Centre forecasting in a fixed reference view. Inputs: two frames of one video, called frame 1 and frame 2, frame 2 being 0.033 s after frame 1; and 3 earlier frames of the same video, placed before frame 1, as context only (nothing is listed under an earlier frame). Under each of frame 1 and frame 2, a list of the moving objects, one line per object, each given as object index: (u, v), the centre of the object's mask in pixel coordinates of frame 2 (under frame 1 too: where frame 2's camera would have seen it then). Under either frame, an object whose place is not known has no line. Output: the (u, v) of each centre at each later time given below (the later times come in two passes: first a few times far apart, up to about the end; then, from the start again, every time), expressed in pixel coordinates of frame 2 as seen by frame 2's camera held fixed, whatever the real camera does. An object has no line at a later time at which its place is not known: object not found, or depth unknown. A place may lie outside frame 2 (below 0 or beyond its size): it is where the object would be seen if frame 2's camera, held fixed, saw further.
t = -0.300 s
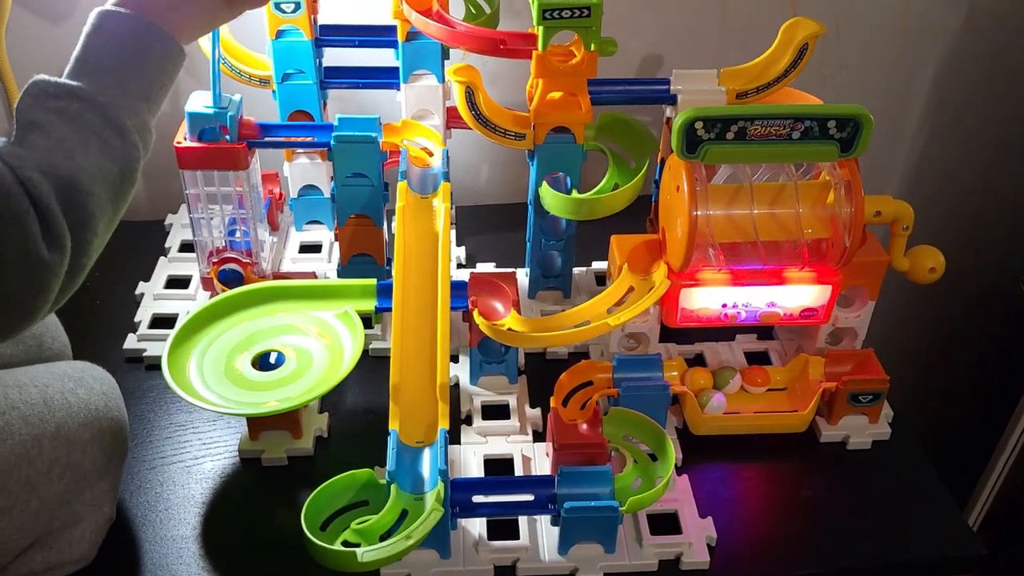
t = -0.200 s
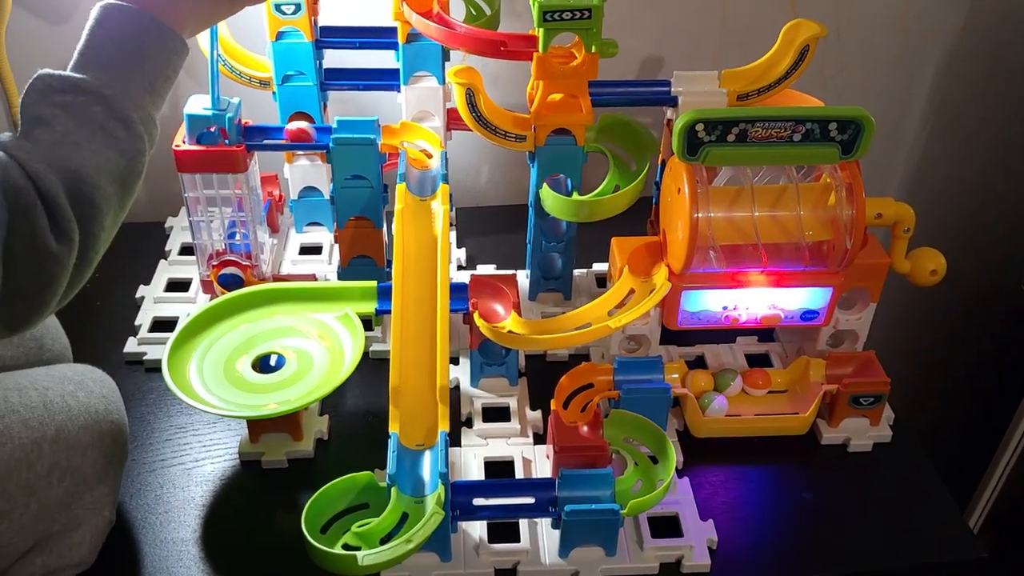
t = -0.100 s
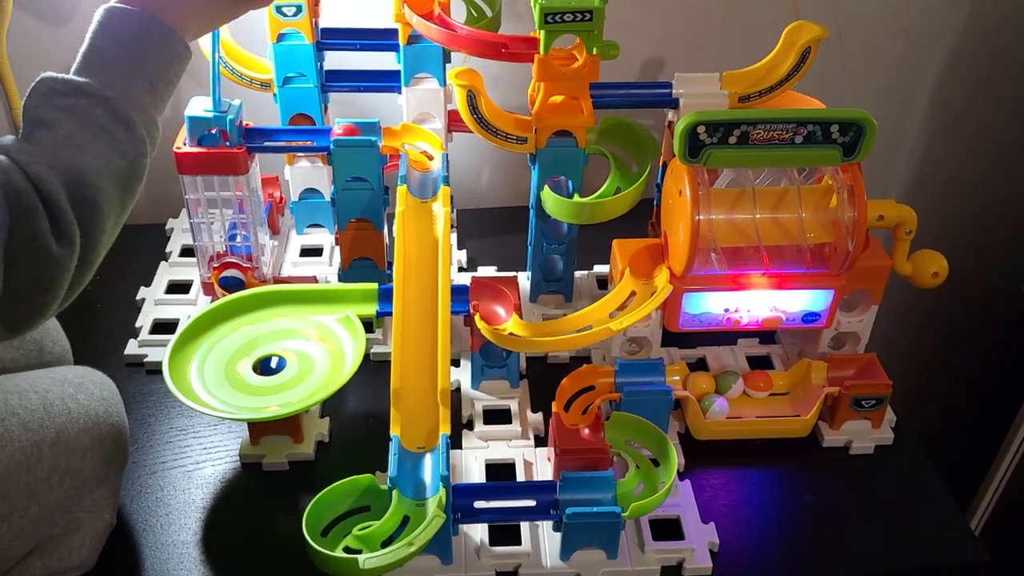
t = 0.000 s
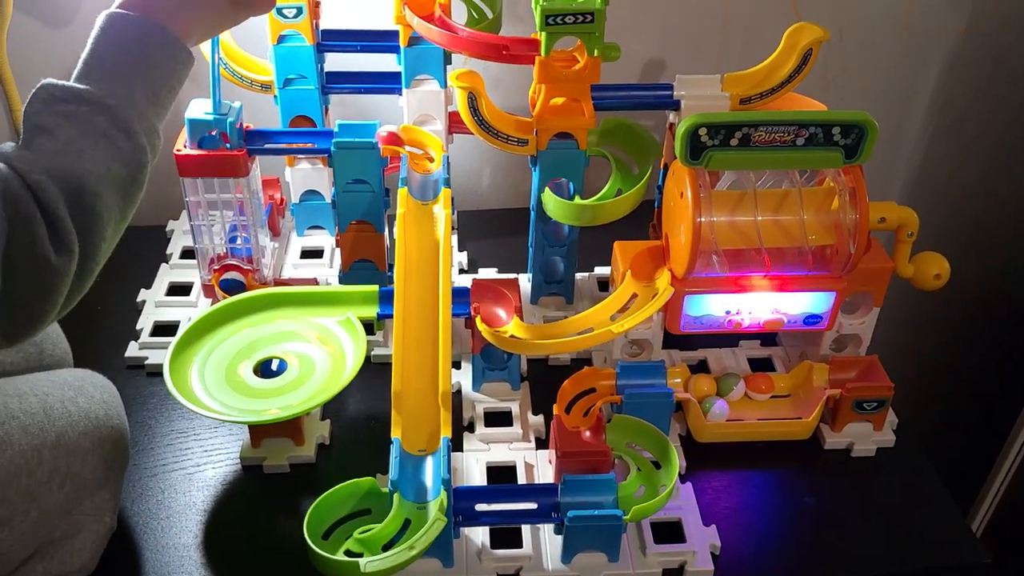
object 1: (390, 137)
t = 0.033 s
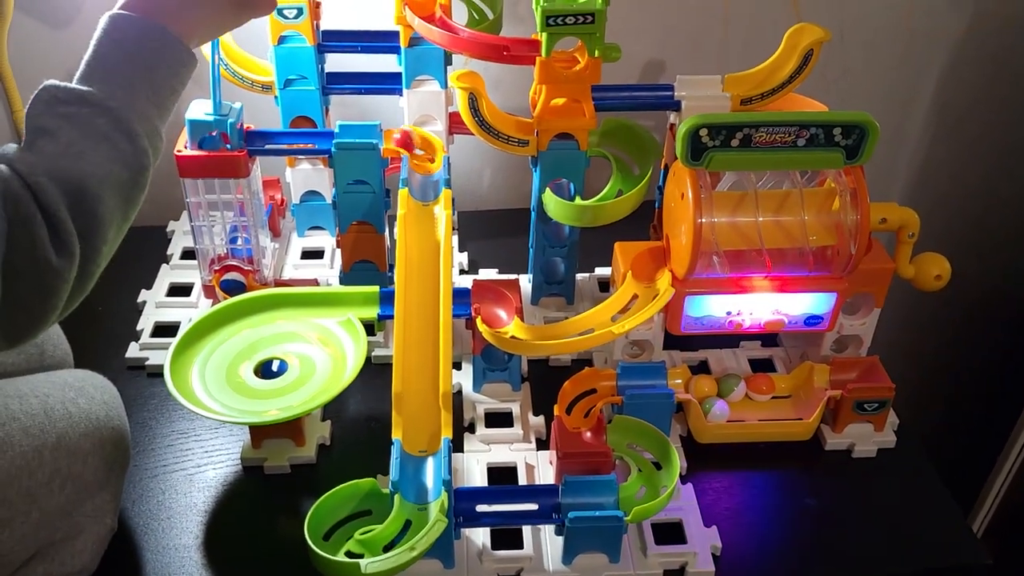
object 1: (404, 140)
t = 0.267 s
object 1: (425, 179)
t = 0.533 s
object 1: (423, 254)
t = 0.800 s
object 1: (423, 274)
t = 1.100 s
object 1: (423, 306)
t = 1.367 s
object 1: (422, 341)
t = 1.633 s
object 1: (422, 385)
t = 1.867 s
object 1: (420, 501)
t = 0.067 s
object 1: (415, 145)
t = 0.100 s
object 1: (426, 152)
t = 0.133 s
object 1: (426, 158)
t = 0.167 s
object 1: (426, 161)
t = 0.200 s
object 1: (425, 166)
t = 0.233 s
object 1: (425, 173)
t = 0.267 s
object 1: (425, 179)
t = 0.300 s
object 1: (425, 186)
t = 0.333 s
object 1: (424, 190)
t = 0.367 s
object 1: (424, 197)
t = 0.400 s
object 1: (424, 208)
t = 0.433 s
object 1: (424, 226)
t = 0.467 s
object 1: (424, 247)
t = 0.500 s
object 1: (423, 252)
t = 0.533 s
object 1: (423, 254)
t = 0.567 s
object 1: (423, 257)
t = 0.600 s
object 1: (423, 259)
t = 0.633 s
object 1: (424, 261)
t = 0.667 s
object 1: (423, 263)
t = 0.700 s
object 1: (423, 266)
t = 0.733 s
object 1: (423, 268)
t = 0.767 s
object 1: (423, 272)
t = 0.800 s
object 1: (423, 274)
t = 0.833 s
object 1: (423, 277)
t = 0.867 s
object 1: (423, 281)
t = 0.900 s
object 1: (423, 284)
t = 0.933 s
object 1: (423, 287)
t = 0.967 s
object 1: (423, 291)
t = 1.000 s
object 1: (423, 294)
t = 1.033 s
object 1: (423, 298)
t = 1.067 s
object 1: (423, 303)
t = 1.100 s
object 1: (423, 306)
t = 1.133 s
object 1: (423, 310)
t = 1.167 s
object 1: (422, 314)
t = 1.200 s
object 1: (423, 318)
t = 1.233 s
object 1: (423, 323)
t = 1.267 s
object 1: (422, 327)
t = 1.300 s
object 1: (422, 332)
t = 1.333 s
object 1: (422, 336)
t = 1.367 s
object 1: (422, 341)
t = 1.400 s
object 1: (422, 346)
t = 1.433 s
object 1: (422, 352)
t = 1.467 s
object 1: (422, 357)
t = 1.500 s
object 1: (422, 363)
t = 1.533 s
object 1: (422, 367)
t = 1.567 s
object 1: (422, 374)
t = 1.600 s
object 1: (422, 379)
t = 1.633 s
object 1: (422, 385)
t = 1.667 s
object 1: (422, 391)
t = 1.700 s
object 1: (422, 398)
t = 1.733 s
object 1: (422, 410)
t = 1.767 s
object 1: (422, 429)
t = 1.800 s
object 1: (422, 452)
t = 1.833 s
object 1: (420, 476)
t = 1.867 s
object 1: (420, 501)
